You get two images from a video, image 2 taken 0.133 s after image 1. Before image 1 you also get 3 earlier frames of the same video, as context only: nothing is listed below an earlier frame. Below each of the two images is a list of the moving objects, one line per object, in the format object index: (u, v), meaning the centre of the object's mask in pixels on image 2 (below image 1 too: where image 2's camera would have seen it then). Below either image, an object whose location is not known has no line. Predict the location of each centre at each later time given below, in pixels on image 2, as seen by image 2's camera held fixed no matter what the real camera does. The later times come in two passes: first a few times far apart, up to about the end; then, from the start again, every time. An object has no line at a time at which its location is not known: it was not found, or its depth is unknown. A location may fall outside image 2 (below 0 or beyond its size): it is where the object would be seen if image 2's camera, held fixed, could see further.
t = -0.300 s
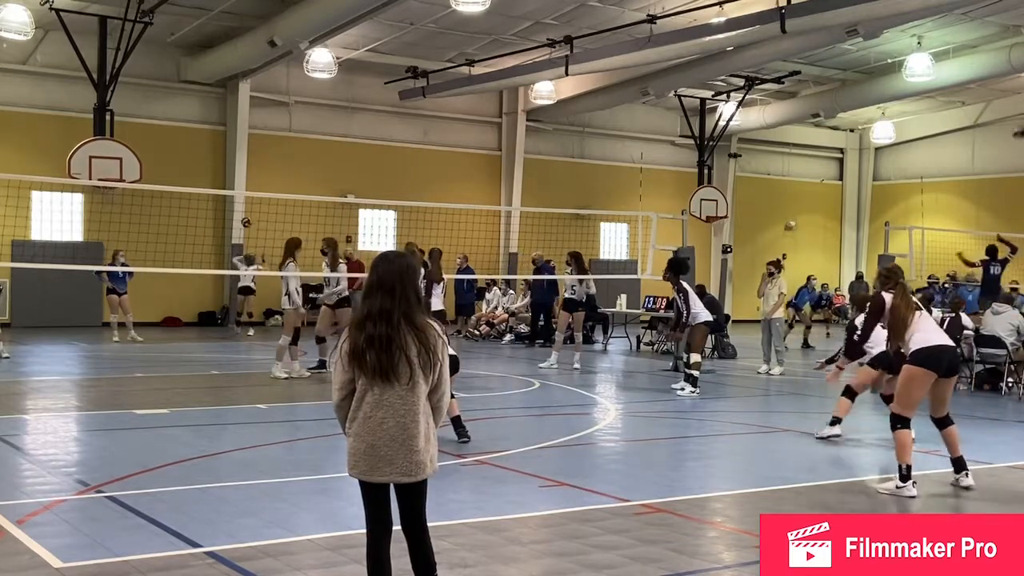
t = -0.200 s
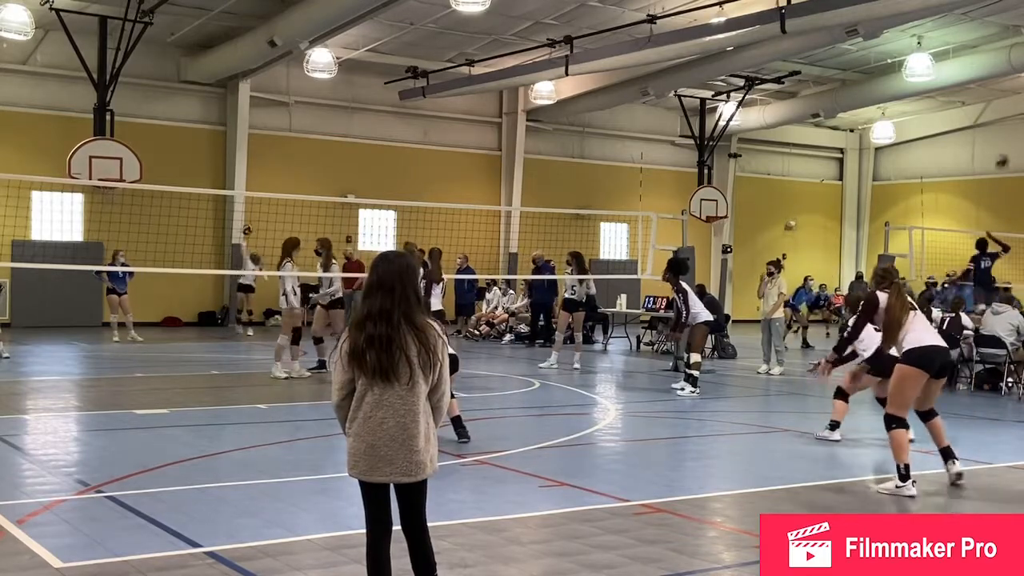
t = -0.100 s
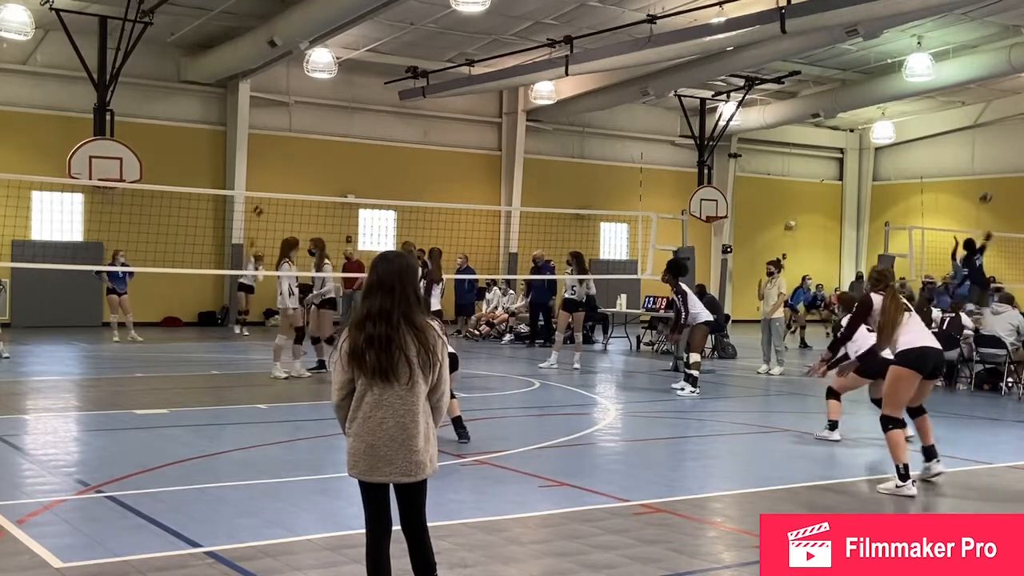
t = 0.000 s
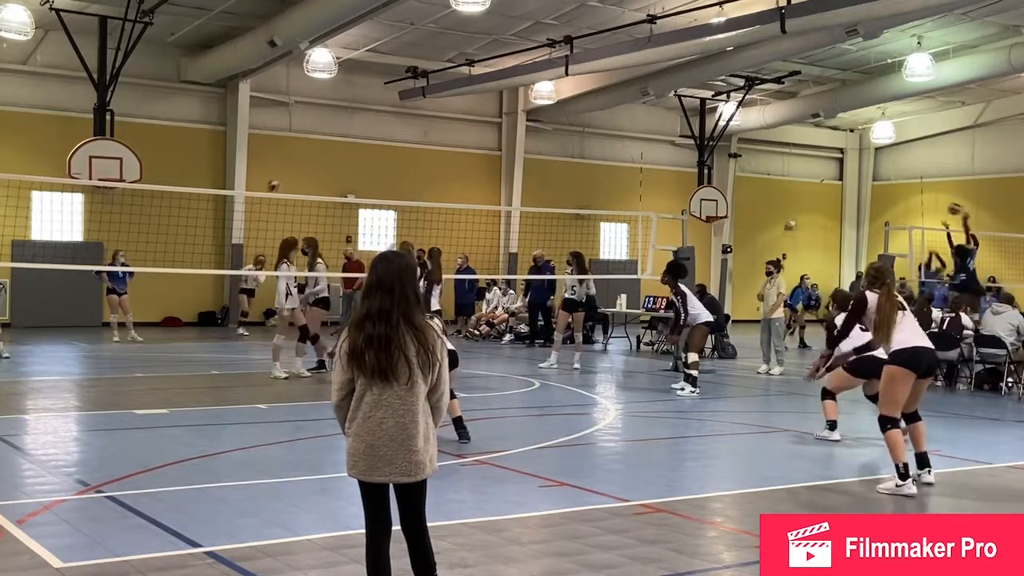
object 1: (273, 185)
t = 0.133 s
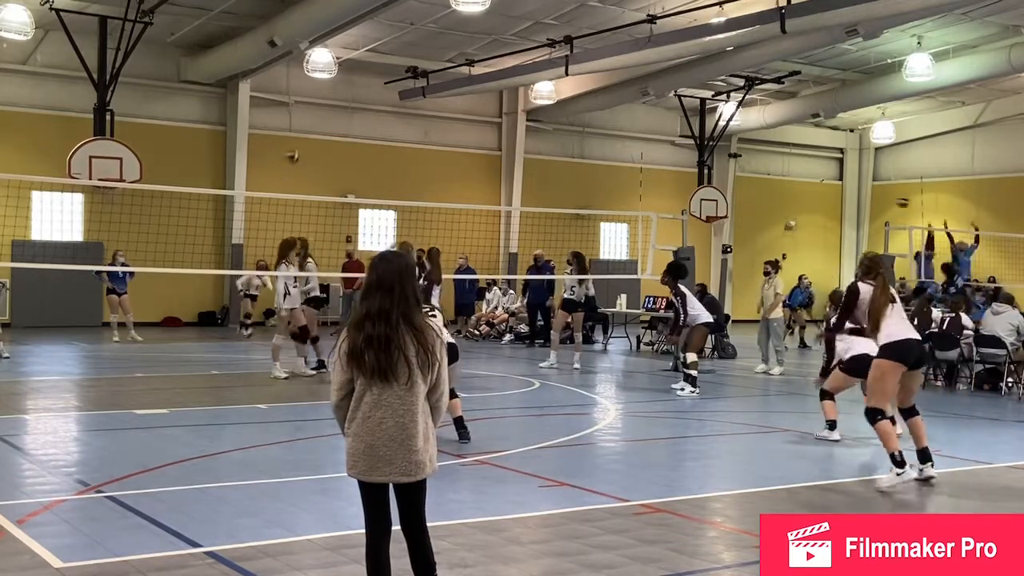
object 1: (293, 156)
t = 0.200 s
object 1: (301, 144)
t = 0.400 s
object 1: (339, 123)
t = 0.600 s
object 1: (384, 130)
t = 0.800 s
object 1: (433, 179)
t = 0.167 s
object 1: (296, 150)
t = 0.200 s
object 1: (301, 144)
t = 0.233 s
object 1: (307, 140)
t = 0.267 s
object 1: (314, 135)
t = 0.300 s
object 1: (320, 131)
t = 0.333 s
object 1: (326, 128)
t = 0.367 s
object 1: (333, 125)
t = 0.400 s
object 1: (339, 123)
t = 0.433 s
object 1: (346, 122)
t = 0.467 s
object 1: (354, 122)
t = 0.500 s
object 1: (361, 122)
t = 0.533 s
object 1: (368, 123)
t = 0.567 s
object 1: (376, 126)
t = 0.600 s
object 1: (384, 130)
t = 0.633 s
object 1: (393, 135)
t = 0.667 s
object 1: (400, 141)
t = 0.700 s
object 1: (408, 148)
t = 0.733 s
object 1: (416, 157)
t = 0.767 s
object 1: (424, 167)
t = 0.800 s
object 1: (433, 179)
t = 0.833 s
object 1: (444, 193)
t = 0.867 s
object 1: (453, 209)
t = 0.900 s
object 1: (463, 228)
